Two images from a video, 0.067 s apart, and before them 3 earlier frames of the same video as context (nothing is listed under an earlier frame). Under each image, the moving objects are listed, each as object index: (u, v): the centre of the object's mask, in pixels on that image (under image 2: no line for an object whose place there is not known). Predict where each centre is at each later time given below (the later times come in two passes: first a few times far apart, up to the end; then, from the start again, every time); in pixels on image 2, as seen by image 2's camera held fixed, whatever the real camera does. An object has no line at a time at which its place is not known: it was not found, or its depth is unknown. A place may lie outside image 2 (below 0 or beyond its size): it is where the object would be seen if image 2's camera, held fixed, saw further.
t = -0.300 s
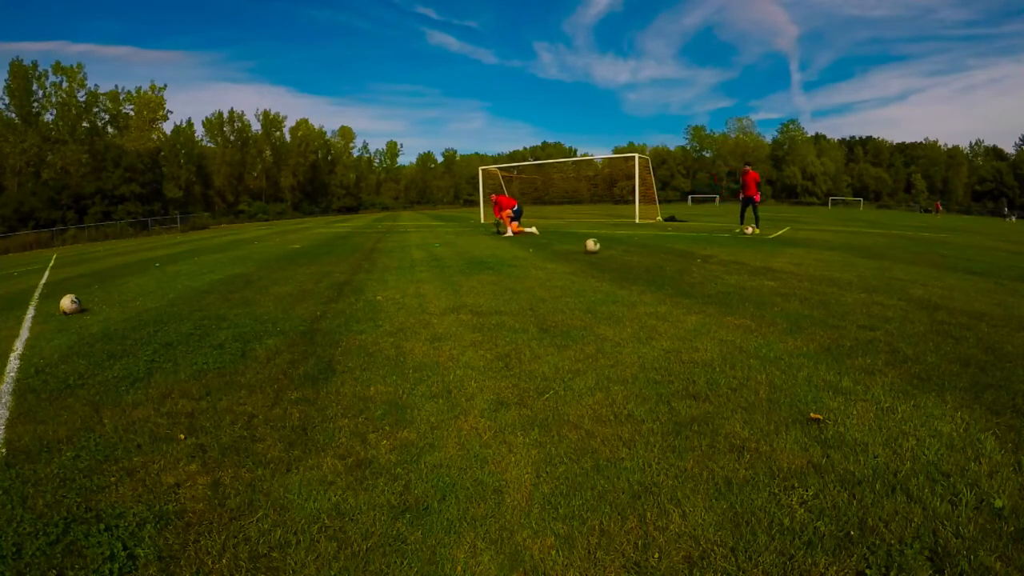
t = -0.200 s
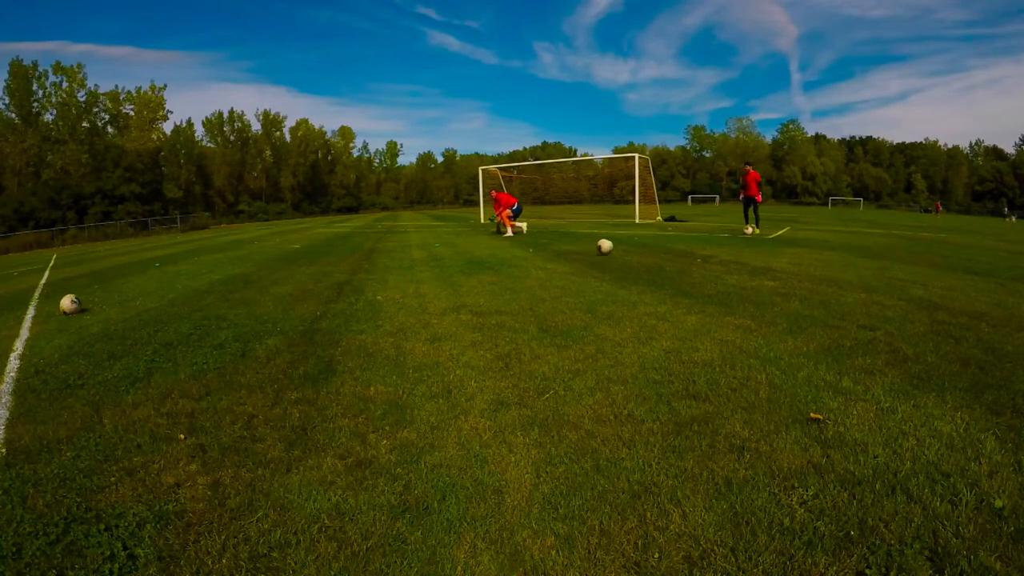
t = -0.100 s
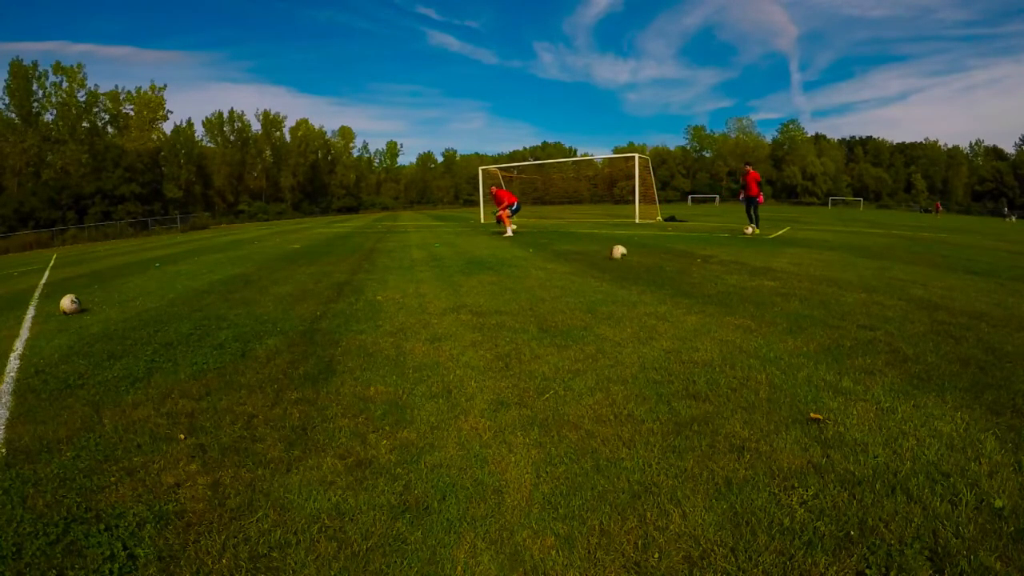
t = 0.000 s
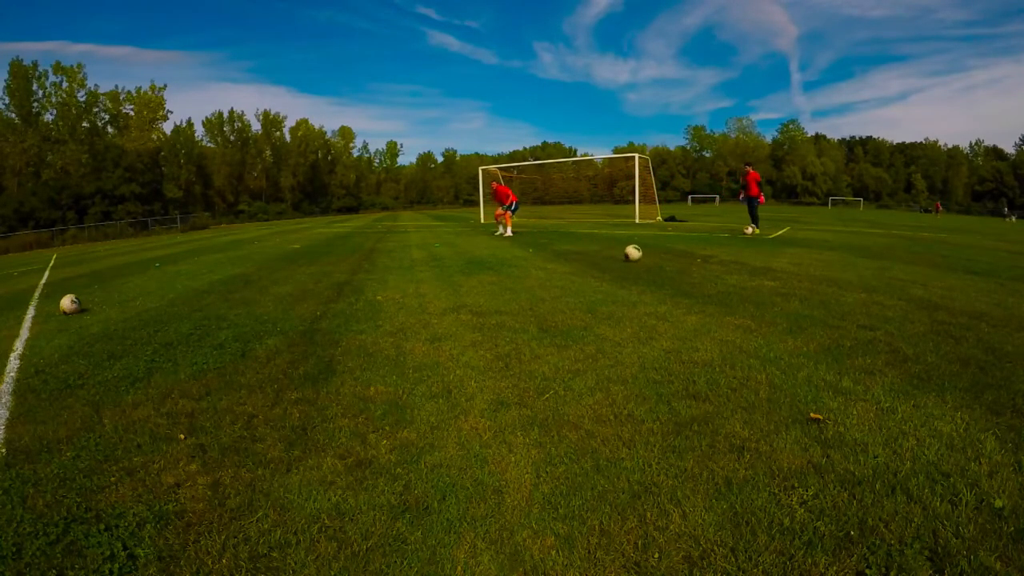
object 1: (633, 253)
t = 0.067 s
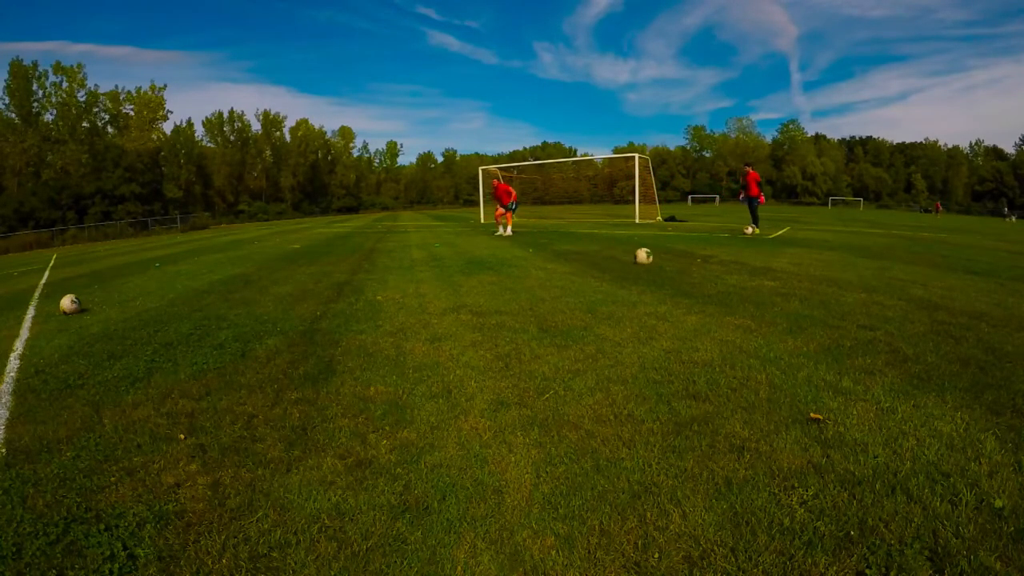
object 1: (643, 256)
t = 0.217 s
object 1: (669, 261)
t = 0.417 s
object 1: (708, 271)
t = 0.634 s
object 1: (756, 280)
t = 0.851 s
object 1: (810, 290)
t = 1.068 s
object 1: (866, 304)
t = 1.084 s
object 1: (871, 306)
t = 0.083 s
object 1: (646, 258)
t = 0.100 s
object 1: (649, 258)
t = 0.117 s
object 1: (652, 259)
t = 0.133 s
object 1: (654, 259)
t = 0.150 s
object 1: (657, 259)
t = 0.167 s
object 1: (660, 260)
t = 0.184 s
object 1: (663, 261)
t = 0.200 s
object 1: (666, 261)
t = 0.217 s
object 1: (669, 261)
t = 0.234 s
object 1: (672, 262)
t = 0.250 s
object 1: (675, 263)
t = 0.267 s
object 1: (678, 264)
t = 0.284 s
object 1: (681, 265)
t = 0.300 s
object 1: (685, 266)
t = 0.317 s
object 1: (688, 267)
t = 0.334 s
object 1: (691, 268)
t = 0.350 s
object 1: (694, 268)
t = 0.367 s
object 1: (698, 268)
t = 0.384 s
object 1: (702, 269)
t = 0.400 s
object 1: (705, 270)
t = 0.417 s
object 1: (708, 271)
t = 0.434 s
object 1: (712, 271)
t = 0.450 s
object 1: (715, 272)
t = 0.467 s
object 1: (718, 273)
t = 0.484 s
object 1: (722, 273)
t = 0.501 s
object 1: (726, 274)
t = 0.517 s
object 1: (730, 275)
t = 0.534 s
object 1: (734, 275)
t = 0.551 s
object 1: (737, 276)
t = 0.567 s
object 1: (740, 277)
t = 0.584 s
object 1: (744, 277)
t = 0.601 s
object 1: (749, 278)
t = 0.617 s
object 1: (752, 279)
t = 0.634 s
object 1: (756, 280)
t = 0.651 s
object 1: (760, 281)
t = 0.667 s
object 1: (764, 282)
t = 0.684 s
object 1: (768, 283)
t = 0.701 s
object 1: (772, 284)
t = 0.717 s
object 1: (776, 284)
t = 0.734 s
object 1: (780, 285)
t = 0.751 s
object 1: (784, 286)
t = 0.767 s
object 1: (788, 288)
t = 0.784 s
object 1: (793, 288)
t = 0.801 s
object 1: (797, 289)
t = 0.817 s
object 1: (801, 290)
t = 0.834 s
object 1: (805, 290)
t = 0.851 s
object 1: (810, 290)
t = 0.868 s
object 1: (814, 291)
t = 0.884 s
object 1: (818, 293)
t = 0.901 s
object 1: (823, 293)
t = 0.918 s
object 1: (828, 295)
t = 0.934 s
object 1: (832, 296)
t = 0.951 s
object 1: (836, 297)
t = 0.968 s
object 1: (840, 298)
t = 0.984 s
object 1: (844, 299)
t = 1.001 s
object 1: (848, 299)
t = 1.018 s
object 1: (852, 300)
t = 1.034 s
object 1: (856, 301)
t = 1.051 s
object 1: (861, 303)
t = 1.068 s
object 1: (866, 304)
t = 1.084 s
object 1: (871, 306)
